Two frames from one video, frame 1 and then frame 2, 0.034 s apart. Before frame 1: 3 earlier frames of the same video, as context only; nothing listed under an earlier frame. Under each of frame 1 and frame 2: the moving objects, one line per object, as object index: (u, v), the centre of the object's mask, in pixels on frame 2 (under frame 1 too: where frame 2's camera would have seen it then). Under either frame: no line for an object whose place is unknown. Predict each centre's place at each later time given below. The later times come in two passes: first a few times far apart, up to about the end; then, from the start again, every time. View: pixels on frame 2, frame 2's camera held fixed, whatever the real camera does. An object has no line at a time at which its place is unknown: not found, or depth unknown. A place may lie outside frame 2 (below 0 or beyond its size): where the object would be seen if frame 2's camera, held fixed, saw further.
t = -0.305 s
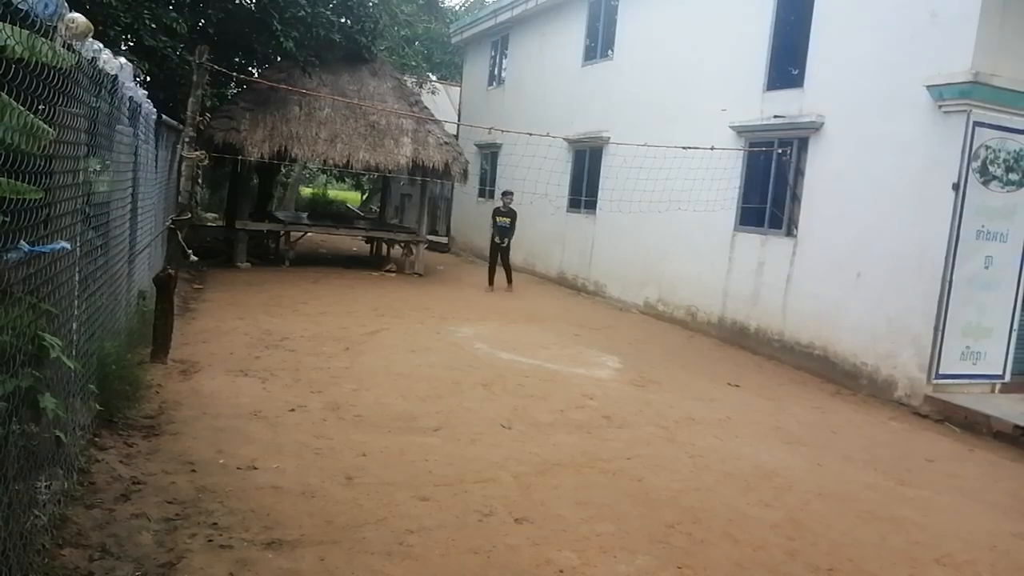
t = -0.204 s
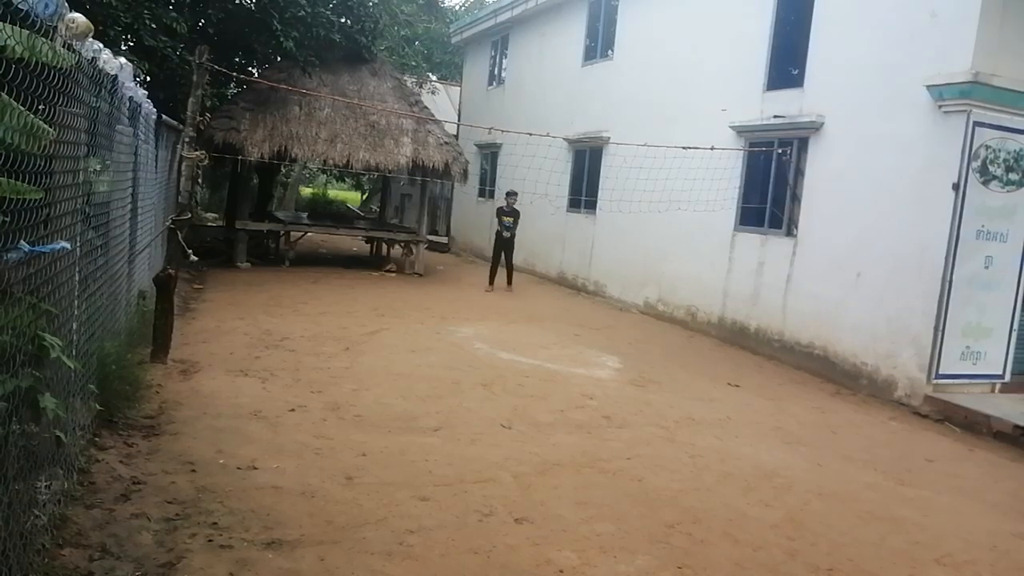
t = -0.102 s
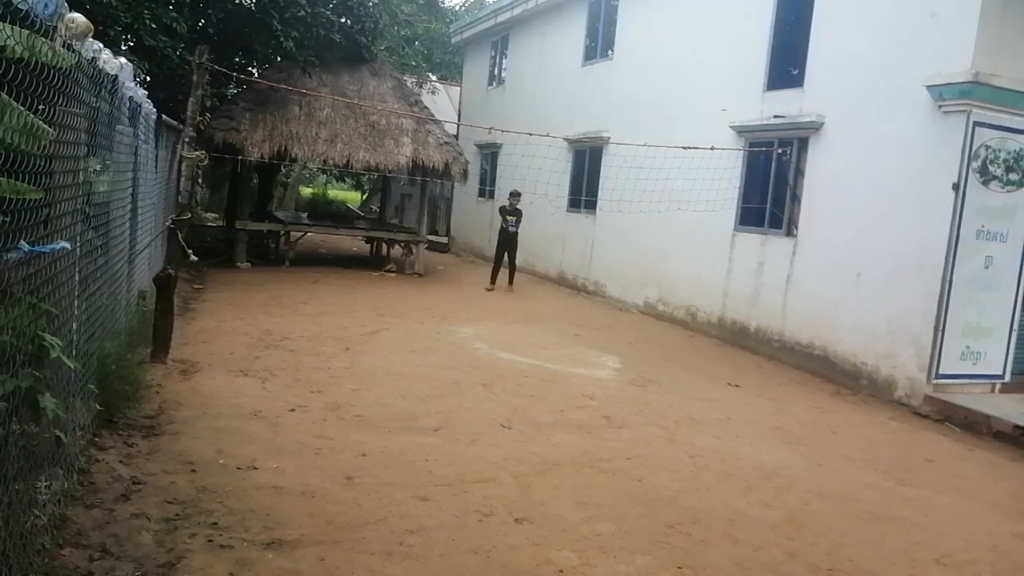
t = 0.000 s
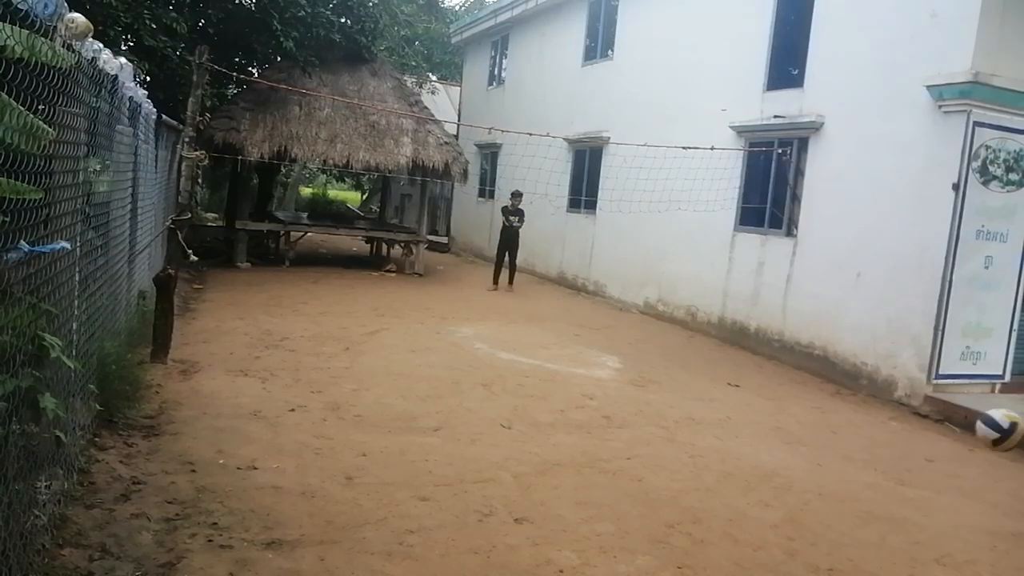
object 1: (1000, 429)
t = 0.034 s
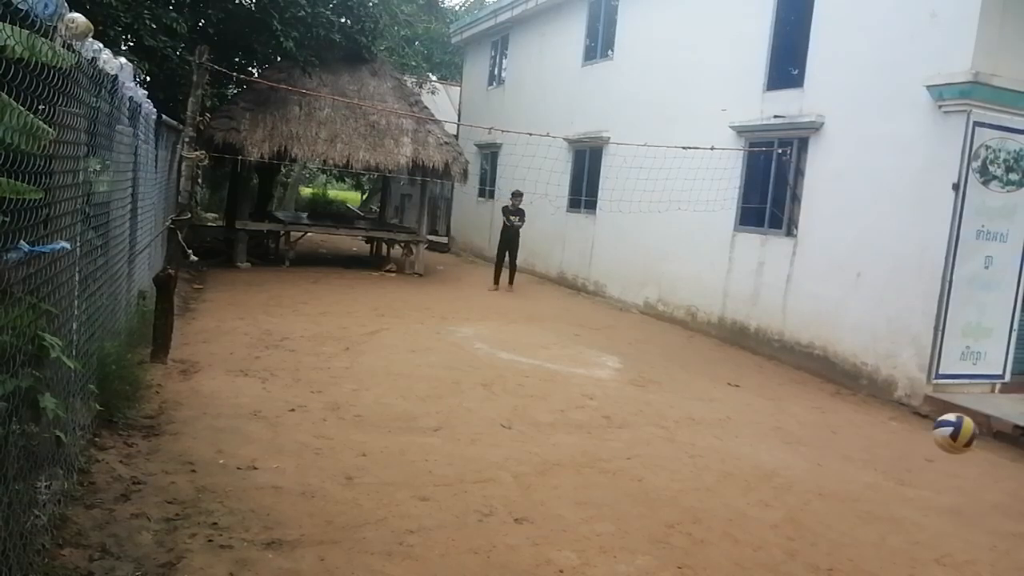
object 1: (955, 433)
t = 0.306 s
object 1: (783, 352)
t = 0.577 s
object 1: (694, 313)
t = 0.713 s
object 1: (658, 329)
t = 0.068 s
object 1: (913, 439)
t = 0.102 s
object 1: (878, 446)
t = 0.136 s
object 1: (849, 447)
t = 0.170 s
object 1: (835, 422)
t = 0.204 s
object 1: (821, 400)
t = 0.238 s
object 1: (808, 381)
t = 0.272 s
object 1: (795, 365)
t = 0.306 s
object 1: (783, 352)
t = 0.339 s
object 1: (771, 340)
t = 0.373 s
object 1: (759, 330)
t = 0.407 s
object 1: (747, 324)
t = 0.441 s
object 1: (736, 319)
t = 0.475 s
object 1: (726, 314)
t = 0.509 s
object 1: (715, 312)
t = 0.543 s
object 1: (705, 312)
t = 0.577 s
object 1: (694, 313)
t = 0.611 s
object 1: (686, 315)
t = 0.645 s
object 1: (677, 319)
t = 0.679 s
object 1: (667, 323)
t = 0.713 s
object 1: (658, 329)
